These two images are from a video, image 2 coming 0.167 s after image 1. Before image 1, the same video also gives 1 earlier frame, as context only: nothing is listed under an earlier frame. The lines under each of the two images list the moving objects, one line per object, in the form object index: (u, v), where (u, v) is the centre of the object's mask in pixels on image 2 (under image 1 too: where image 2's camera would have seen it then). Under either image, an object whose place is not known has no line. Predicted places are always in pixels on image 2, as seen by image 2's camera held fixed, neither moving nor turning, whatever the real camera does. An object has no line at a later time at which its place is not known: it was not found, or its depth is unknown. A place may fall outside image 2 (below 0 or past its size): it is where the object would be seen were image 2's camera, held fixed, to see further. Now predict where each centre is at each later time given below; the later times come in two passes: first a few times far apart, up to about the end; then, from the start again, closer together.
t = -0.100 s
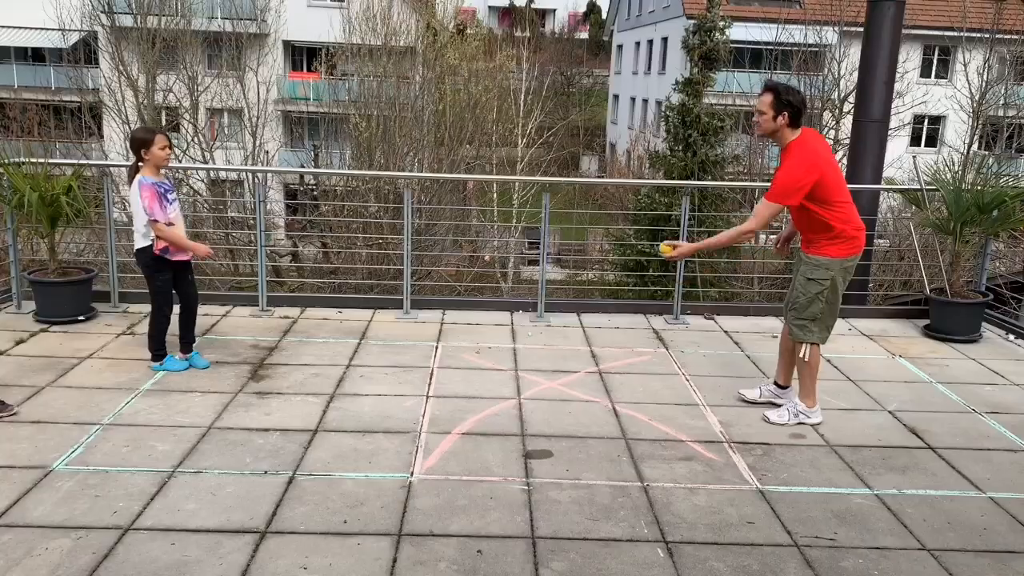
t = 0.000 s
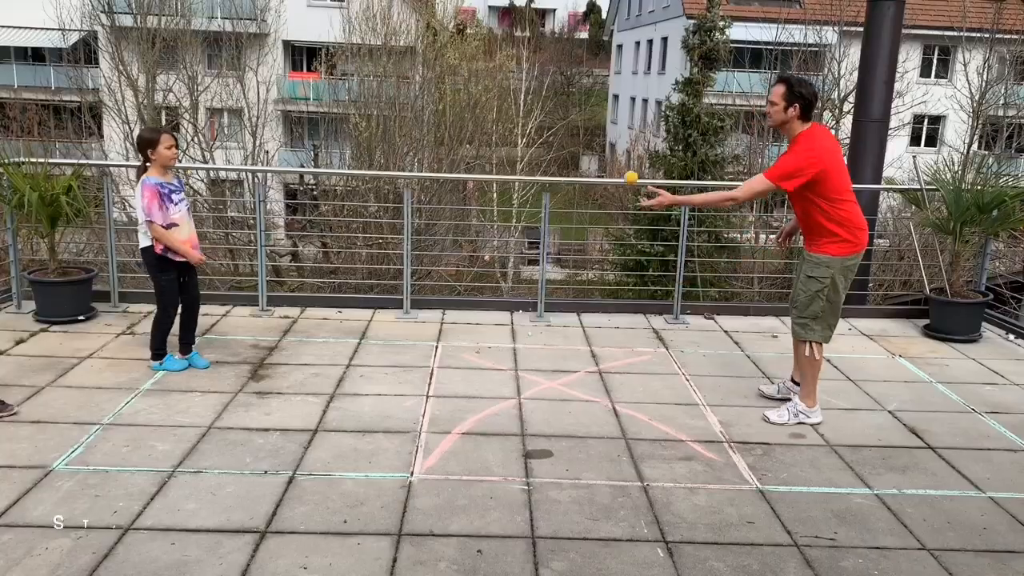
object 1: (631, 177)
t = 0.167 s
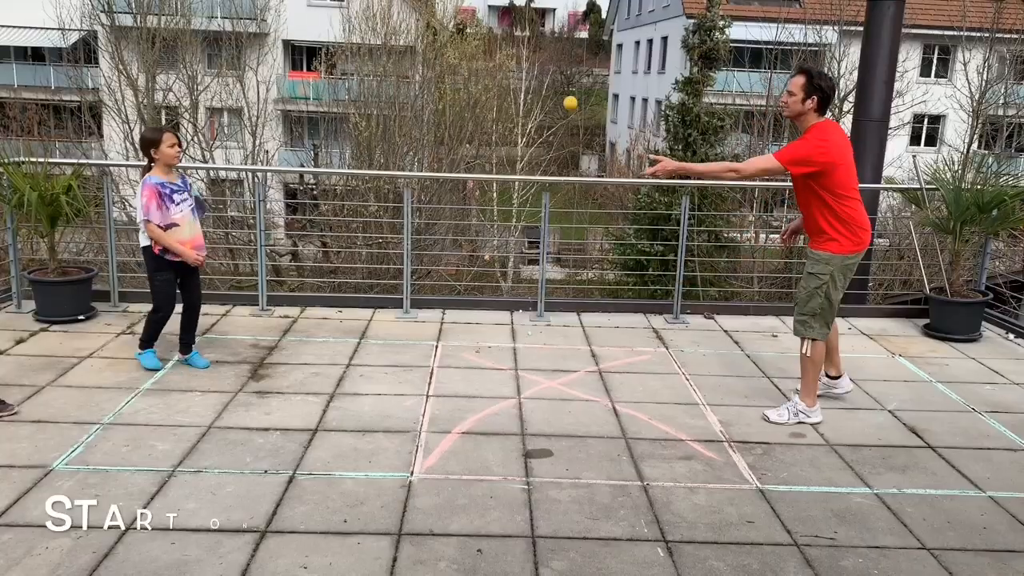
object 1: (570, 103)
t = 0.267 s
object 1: (533, 86)
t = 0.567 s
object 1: (422, 155)
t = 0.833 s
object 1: (336, 344)
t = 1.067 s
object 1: (293, 273)
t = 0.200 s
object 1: (557, 95)
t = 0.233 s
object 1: (545, 89)
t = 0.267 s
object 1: (533, 86)
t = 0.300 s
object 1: (520, 84)
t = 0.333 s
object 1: (508, 86)
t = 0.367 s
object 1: (495, 89)
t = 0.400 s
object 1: (483, 95)
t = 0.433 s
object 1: (470, 103)
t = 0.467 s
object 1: (458, 113)
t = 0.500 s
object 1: (446, 125)
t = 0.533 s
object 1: (434, 139)
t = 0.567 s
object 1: (422, 155)
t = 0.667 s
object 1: (388, 214)
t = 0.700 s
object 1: (378, 237)
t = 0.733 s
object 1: (366, 262)
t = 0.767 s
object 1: (356, 288)
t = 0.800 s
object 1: (347, 314)
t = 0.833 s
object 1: (336, 344)
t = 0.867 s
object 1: (327, 374)
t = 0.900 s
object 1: (320, 365)
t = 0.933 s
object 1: (315, 343)
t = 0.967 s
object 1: (310, 323)
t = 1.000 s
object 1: (303, 305)
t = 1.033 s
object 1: (299, 288)
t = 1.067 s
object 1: (293, 273)
